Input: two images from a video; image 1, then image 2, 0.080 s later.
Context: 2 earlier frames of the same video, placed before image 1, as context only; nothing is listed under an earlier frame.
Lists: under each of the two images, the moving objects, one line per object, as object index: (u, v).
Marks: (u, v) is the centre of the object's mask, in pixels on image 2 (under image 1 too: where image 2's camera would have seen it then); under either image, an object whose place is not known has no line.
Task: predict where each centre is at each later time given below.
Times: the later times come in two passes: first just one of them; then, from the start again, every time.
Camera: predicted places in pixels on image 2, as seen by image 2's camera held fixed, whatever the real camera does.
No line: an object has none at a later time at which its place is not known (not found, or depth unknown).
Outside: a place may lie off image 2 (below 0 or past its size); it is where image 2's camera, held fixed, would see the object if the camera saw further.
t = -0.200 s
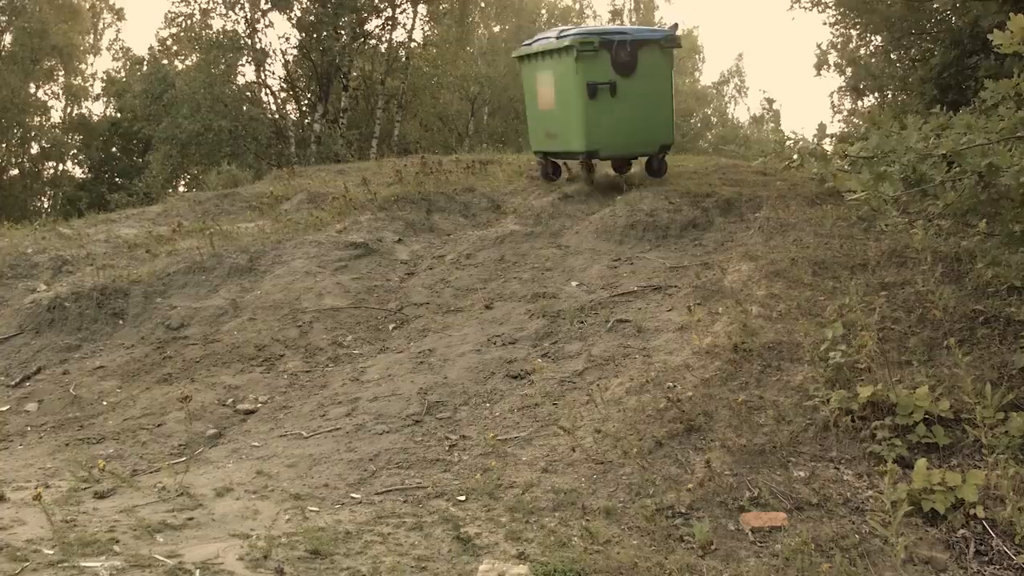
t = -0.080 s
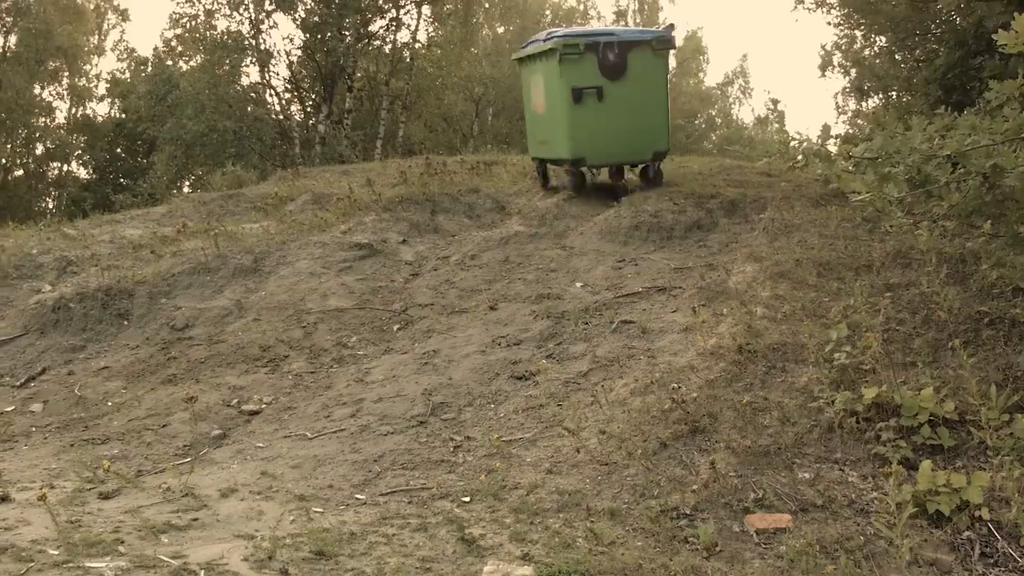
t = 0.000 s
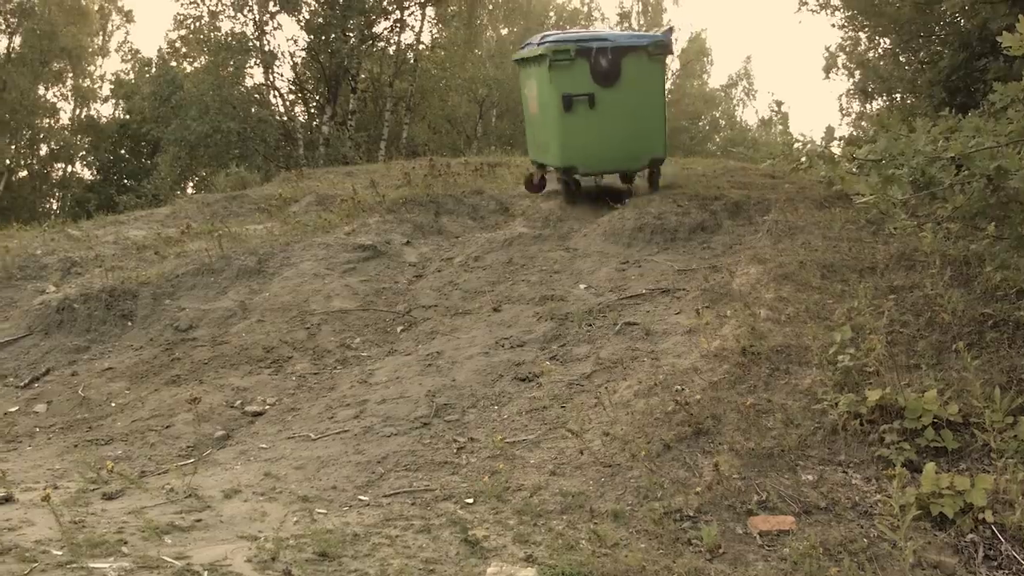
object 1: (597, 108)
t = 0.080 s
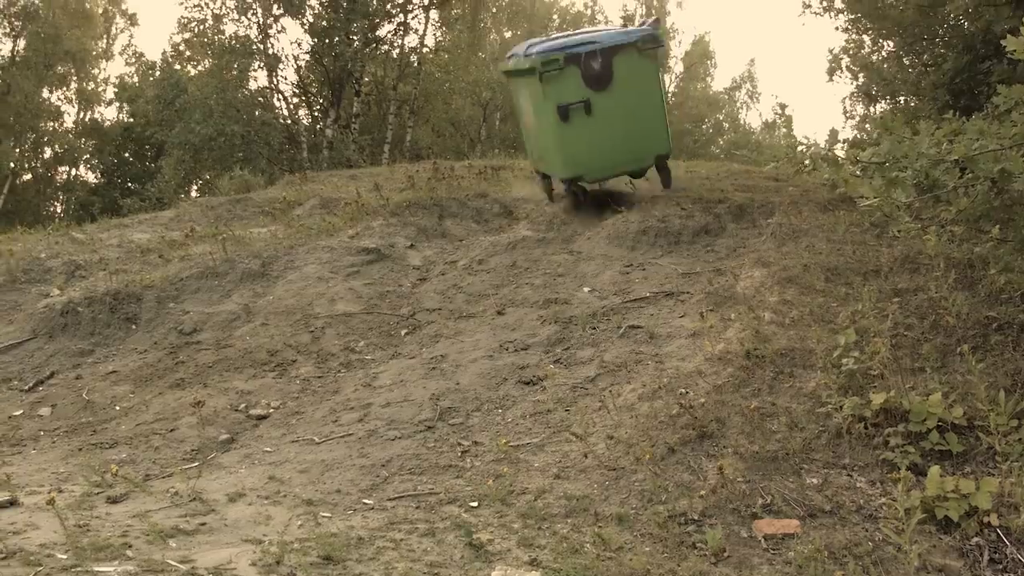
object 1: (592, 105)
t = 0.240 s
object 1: (576, 116)
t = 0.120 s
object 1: (588, 109)
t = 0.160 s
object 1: (585, 112)
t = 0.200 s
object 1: (581, 116)
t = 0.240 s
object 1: (576, 116)
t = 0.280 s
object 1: (570, 113)
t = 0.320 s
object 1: (564, 111)
